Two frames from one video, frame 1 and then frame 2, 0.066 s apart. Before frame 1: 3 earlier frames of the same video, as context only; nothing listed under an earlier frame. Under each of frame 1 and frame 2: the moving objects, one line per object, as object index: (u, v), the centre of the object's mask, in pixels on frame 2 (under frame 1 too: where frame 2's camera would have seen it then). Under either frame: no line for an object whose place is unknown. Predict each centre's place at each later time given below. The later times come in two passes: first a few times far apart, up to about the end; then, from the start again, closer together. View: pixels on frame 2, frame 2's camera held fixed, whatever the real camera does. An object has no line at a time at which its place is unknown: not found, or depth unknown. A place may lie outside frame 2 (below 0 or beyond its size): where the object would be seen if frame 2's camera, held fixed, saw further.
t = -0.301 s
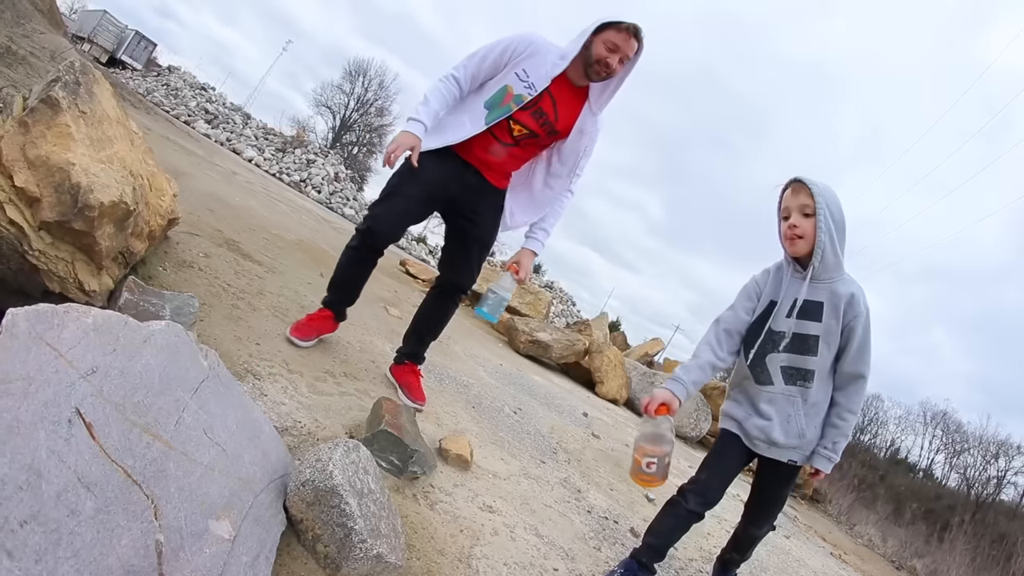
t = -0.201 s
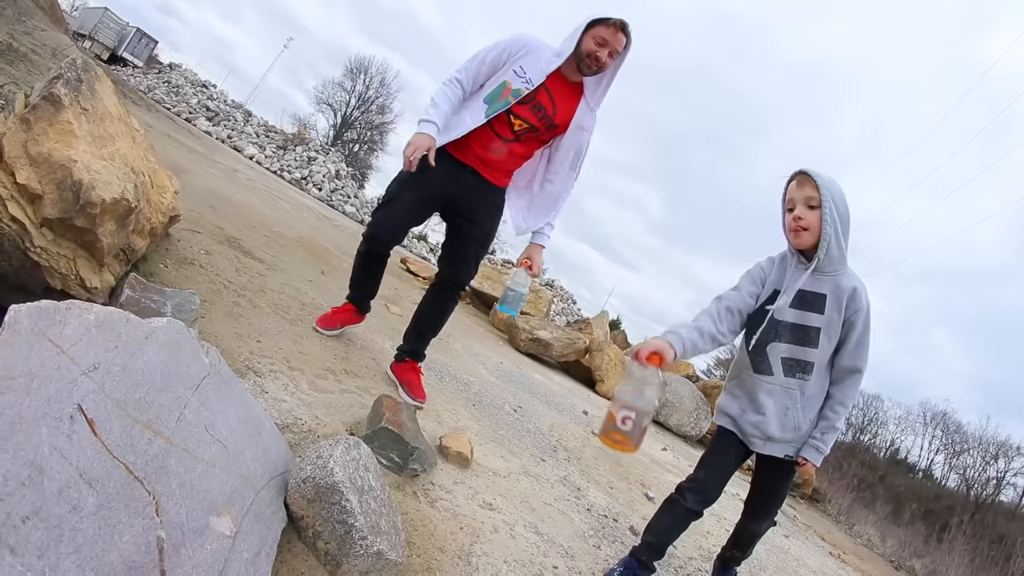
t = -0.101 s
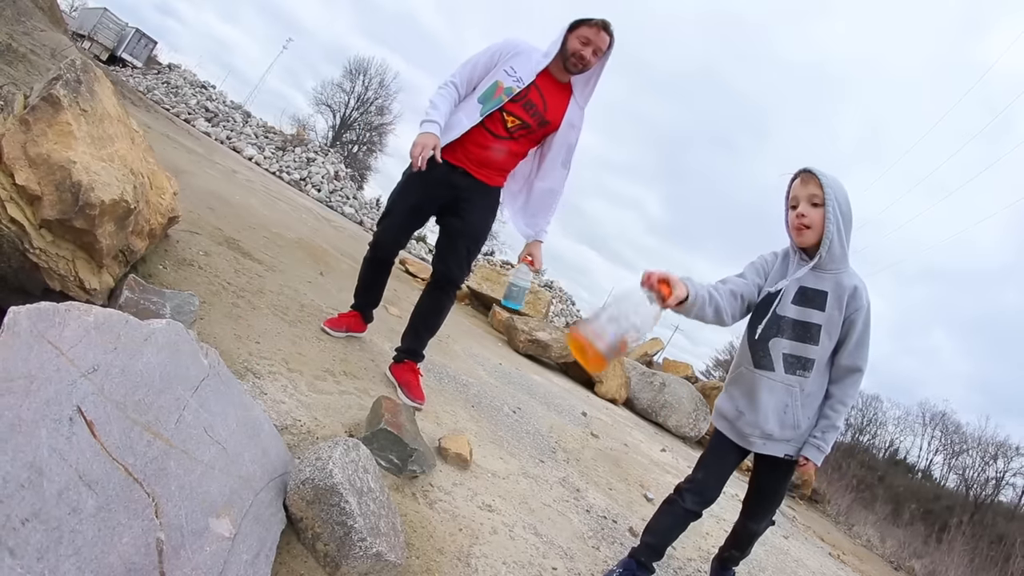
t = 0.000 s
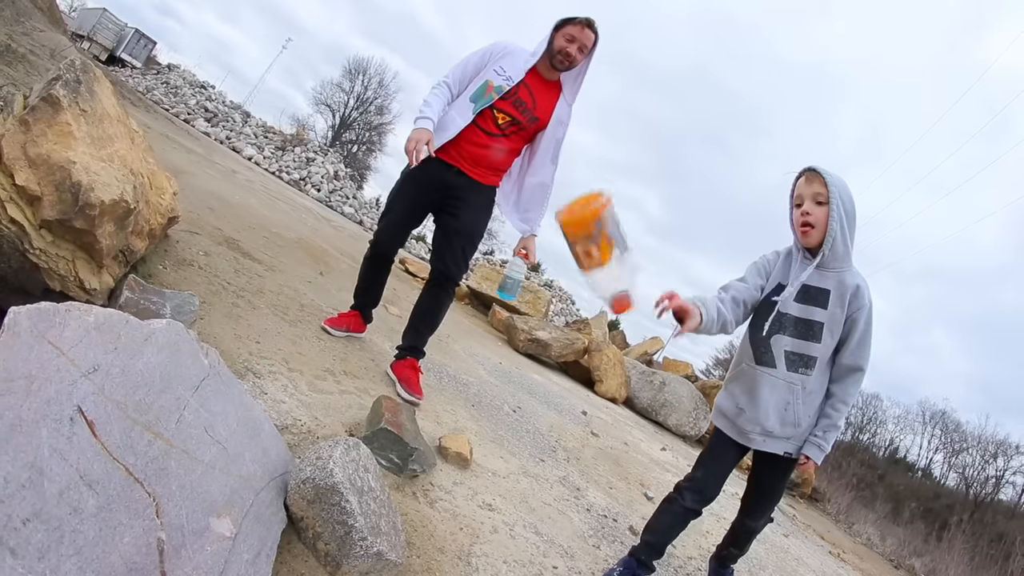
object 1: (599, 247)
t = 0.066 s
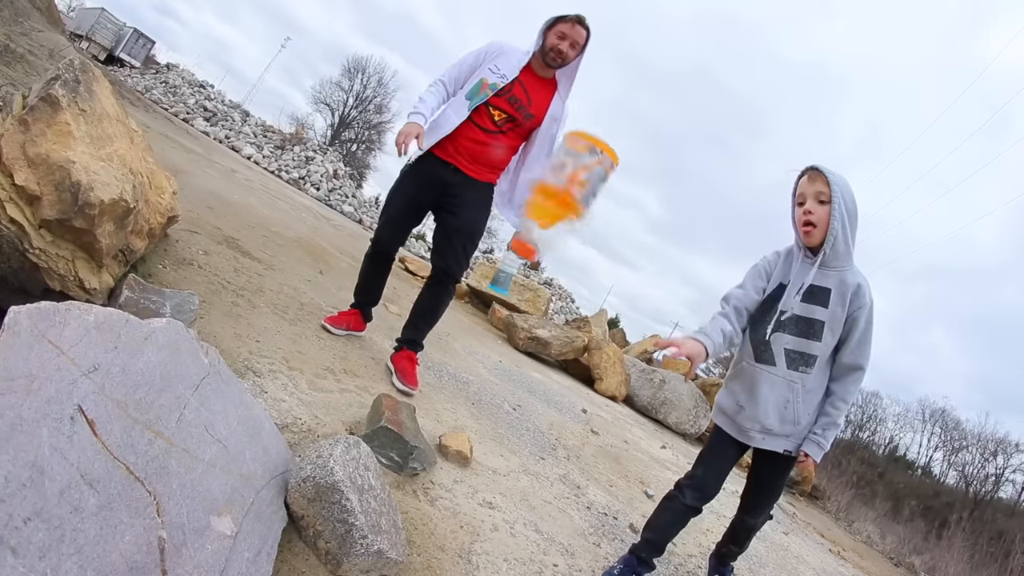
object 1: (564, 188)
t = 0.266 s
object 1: (386, 144)
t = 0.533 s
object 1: (177, 319)
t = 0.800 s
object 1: (257, 441)
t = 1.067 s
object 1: (257, 444)
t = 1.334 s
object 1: (258, 446)
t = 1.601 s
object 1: (258, 446)
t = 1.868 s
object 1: (258, 446)
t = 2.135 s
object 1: (257, 446)
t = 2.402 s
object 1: (258, 446)
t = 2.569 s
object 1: (258, 446)
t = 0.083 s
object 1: (554, 177)
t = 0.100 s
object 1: (542, 165)
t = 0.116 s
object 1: (532, 153)
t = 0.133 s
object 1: (520, 144)
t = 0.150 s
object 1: (510, 137)
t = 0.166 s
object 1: (498, 133)
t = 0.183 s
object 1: (484, 130)
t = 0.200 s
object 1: (468, 128)
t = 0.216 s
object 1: (451, 129)
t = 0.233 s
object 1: (432, 132)
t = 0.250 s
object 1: (410, 137)
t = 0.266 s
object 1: (386, 144)
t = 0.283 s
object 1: (362, 154)
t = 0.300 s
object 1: (335, 167)
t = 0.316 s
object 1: (305, 184)
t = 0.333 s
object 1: (277, 202)
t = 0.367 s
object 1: (219, 250)
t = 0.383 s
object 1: (190, 276)
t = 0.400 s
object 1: (175, 289)
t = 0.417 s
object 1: (162, 300)
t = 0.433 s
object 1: (163, 301)
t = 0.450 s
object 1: (163, 300)
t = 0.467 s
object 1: (164, 301)
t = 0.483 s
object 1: (167, 304)
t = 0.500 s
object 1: (170, 307)
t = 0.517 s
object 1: (173, 312)
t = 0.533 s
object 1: (177, 319)
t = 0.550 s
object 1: (181, 326)
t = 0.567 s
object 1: (186, 335)
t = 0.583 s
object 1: (191, 344)
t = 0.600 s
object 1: (197, 352)
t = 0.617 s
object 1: (202, 361)
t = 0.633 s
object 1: (209, 370)
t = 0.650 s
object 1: (216, 379)
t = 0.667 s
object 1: (223, 389)
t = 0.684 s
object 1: (230, 399)
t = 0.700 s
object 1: (238, 410)
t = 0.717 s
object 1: (246, 420)
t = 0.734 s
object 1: (254, 431)
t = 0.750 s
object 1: (256, 435)
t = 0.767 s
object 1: (257, 436)
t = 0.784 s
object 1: (257, 440)
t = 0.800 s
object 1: (257, 441)
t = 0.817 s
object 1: (257, 443)
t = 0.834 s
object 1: (257, 444)
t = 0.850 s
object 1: (257, 445)
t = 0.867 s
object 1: (257, 446)
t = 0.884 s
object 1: (257, 446)
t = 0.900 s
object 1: (257, 445)
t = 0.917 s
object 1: (257, 445)
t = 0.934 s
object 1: (257, 444)
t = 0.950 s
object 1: (257, 444)
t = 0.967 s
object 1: (257, 443)
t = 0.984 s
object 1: (257, 443)
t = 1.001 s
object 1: (258, 443)
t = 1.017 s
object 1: (258, 443)
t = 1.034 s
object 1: (258, 443)
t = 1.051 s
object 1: (257, 444)
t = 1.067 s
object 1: (257, 444)
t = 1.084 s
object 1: (257, 445)
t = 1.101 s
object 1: (257, 446)
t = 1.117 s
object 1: (257, 446)
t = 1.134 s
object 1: (257, 446)
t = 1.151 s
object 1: (257, 445)
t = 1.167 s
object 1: (257, 445)
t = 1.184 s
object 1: (257, 445)
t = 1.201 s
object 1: (257, 445)
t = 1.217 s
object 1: (257, 445)
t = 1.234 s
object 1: (257, 446)
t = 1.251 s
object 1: (257, 446)
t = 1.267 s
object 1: (257, 446)
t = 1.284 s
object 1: (258, 446)
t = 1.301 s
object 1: (258, 446)
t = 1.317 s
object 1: (258, 446)
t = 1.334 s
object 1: (258, 446)
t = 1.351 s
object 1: (258, 446)
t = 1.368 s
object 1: (258, 446)
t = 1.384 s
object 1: (258, 446)
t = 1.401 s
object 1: (258, 445)
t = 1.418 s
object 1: (258, 445)
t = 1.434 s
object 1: (258, 446)
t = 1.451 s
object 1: (258, 446)
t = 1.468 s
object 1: (258, 446)
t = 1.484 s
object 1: (258, 446)
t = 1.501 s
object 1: (258, 446)
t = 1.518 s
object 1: (258, 446)
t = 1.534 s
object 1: (258, 446)
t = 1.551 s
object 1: (258, 446)
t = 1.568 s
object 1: (258, 446)
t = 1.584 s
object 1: (258, 446)
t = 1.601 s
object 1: (258, 446)
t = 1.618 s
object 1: (258, 446)
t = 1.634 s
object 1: (258, 446)
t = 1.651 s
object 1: (258, 446)
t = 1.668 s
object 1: (258, 446)
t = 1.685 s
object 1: (258, 446)
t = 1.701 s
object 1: (258, 446)
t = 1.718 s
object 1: (258, 446)
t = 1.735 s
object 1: (258, 446)
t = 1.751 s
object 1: (258, 446)
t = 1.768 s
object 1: (258, 446)
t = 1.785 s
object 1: (258, 446)
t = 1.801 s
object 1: (258, 446)
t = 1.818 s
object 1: (258, 446)
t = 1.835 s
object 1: (258, 446)
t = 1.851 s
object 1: (258, 446)
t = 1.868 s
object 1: (258, 446)
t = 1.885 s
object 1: (258, 446)
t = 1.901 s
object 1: (258, 446)
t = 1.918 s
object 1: (258, 446)
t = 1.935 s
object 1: (258, 446)
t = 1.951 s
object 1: (258, 446)
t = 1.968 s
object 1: (257, 446)
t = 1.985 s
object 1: (257, 446)
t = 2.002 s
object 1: (257, 446)
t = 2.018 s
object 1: (257, 446)
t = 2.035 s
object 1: (257, 446)
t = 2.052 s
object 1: (257, 446)
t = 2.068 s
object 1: (257, 446)
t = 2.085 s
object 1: (257, 446)
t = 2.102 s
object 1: (257, 446)
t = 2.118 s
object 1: (257, 446)
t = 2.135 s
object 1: (257, 446)
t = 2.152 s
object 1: (257, 446)
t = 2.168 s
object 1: (257, 446)
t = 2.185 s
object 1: (257, 446)
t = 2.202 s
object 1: (257, 446)
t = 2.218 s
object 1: (257, 446)
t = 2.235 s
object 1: (257, 446)
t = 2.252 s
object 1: (257, 446)
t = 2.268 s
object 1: (257, 446)
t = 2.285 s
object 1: (257, 446)
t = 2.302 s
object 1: (257, 446)
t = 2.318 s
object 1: (257, 446)
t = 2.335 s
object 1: (258, 446)
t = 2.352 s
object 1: (258, 446)
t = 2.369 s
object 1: (258, 446)
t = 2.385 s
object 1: (258, 446)
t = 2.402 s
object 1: (258, 446)
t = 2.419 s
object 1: (258, 446)
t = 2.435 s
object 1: (258, 446)
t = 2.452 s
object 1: (258, 446)
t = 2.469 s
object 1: (258, 446)
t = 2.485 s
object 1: (258, 446)
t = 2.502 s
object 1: (258, 446)
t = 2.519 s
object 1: (258, 446)
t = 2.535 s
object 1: (258, 446)
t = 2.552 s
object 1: (258, 446)
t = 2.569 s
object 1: (258, 446)
